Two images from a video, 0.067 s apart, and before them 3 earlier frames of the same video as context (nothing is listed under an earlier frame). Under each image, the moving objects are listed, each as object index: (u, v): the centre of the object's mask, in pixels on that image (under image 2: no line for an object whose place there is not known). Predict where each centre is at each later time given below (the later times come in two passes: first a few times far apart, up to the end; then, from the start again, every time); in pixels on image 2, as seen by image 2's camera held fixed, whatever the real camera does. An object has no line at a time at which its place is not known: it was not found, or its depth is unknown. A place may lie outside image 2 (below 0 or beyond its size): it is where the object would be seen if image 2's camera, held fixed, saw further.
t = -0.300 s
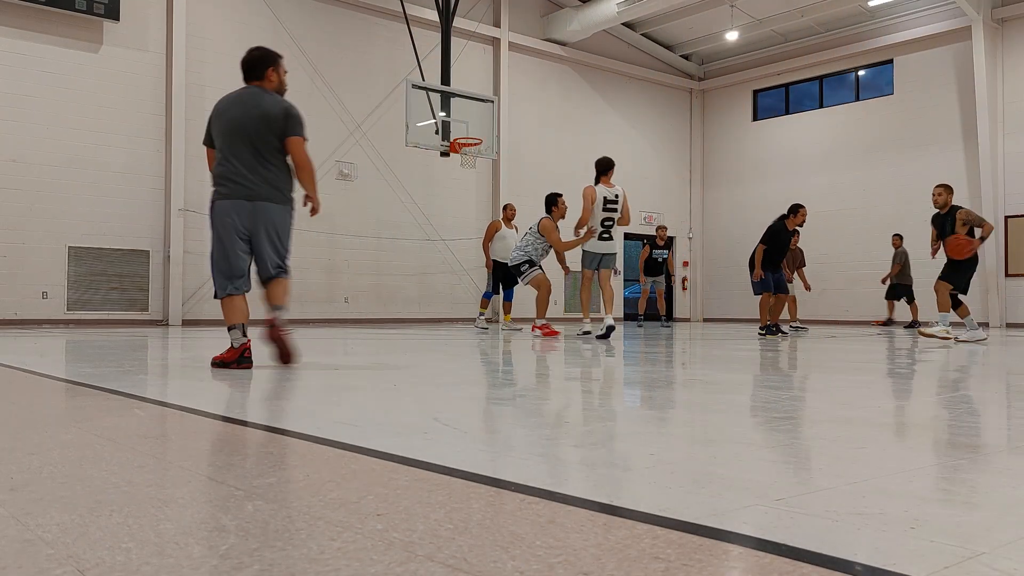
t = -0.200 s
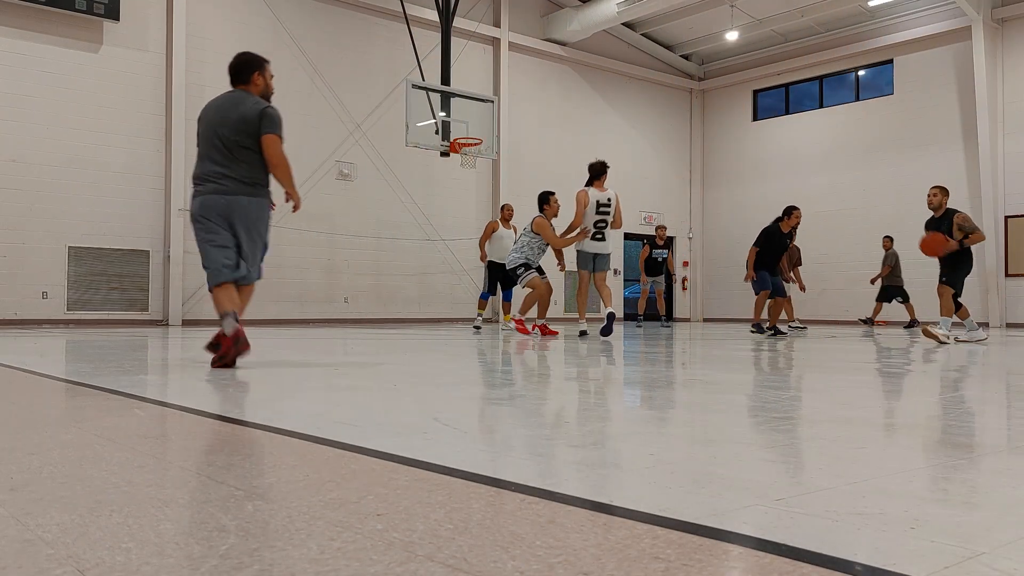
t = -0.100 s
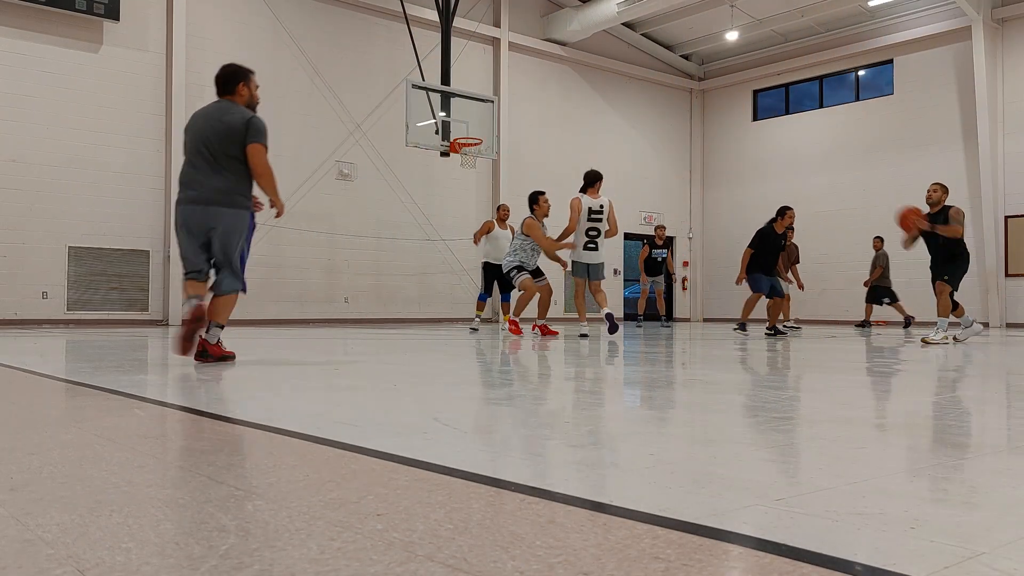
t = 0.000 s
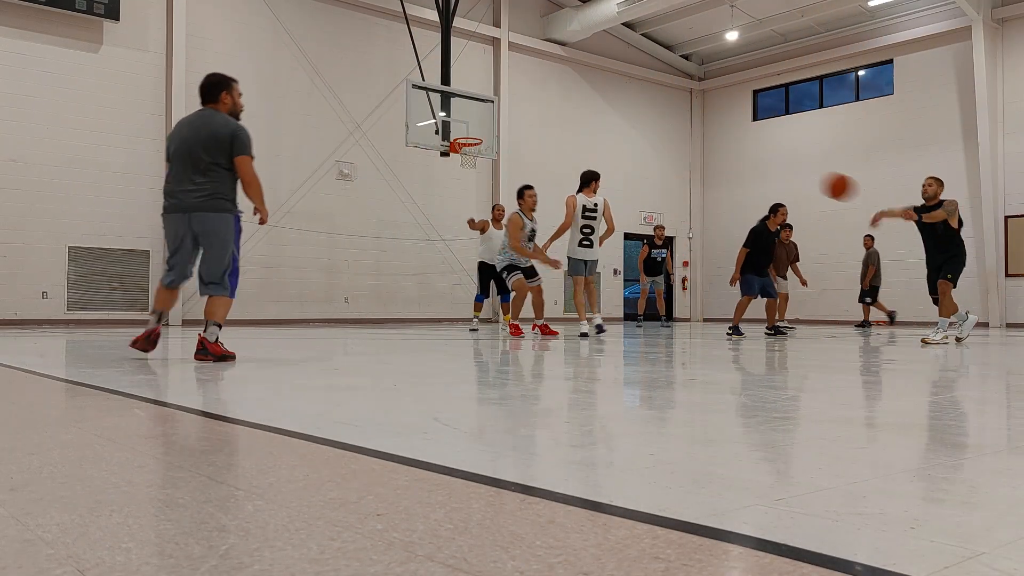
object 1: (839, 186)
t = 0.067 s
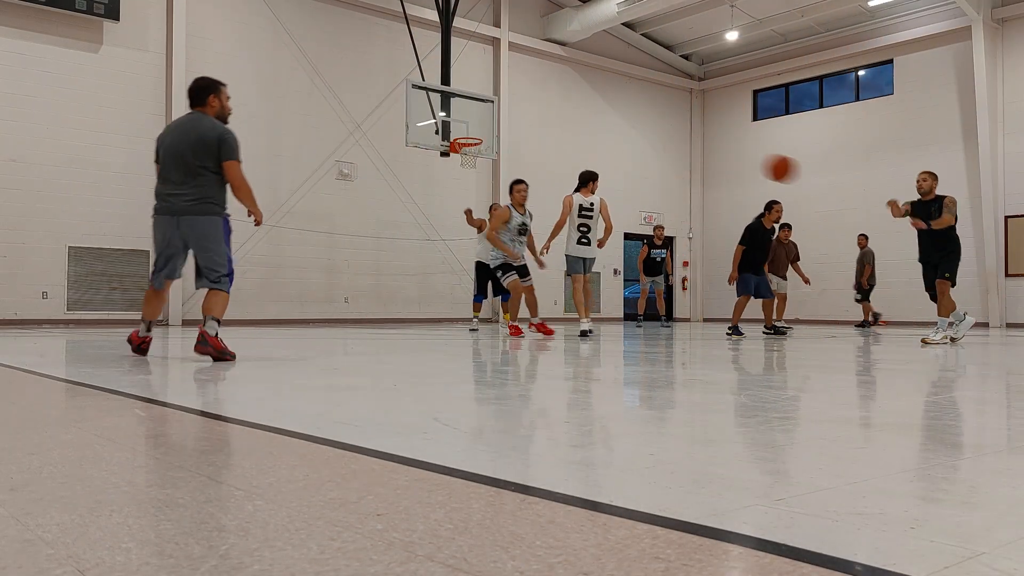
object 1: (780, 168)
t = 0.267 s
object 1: (583, 139)
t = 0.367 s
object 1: (472, 138)
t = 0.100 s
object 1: (751, 161)
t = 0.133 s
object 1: (719, 154)
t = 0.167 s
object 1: (685, 149)
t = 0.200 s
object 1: (653, 144)
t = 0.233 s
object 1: (619, 141)
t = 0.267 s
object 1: (583, 139)
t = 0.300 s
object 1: (547, 138)
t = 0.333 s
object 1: (511, 138)
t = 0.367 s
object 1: (472, 138)
